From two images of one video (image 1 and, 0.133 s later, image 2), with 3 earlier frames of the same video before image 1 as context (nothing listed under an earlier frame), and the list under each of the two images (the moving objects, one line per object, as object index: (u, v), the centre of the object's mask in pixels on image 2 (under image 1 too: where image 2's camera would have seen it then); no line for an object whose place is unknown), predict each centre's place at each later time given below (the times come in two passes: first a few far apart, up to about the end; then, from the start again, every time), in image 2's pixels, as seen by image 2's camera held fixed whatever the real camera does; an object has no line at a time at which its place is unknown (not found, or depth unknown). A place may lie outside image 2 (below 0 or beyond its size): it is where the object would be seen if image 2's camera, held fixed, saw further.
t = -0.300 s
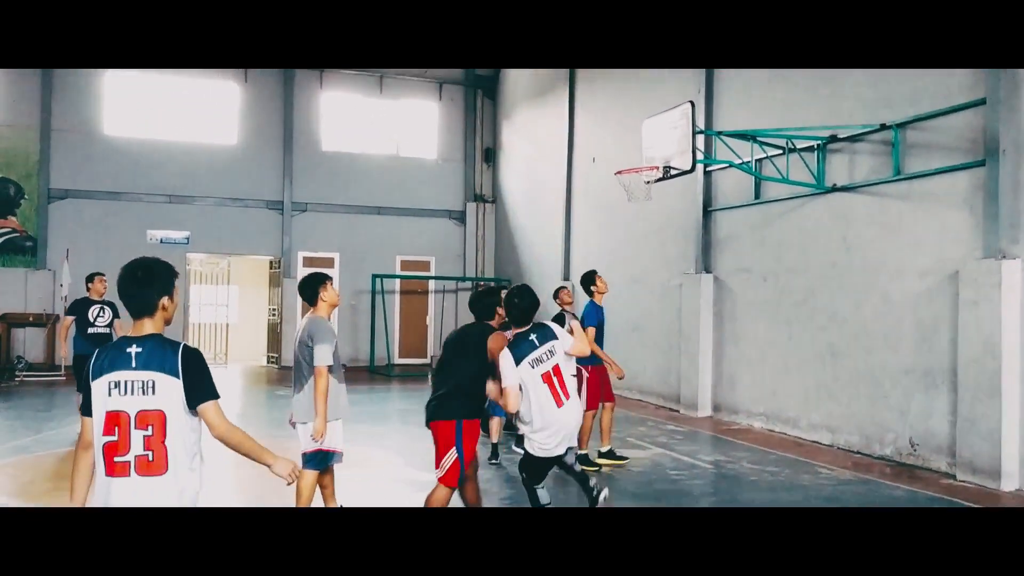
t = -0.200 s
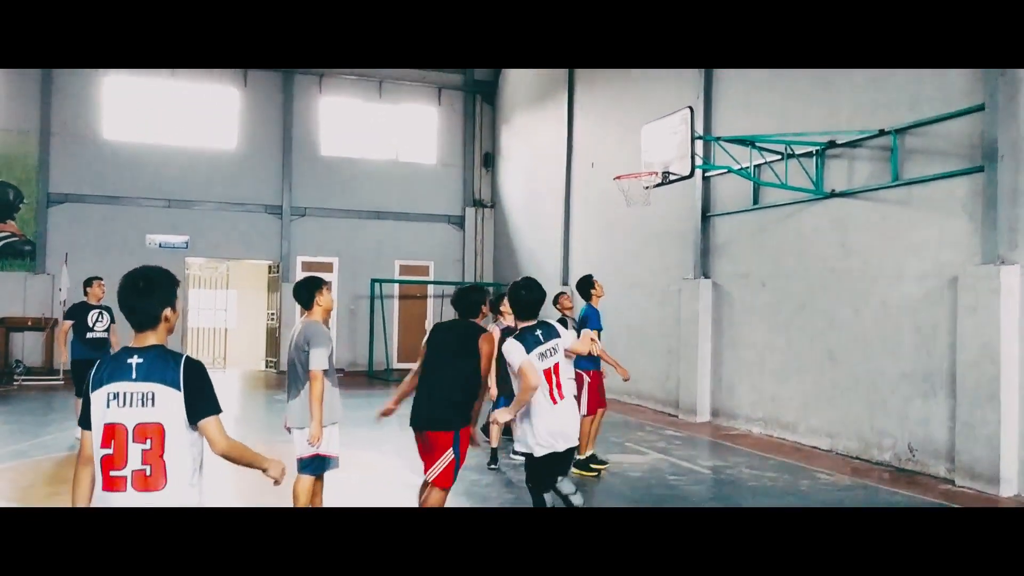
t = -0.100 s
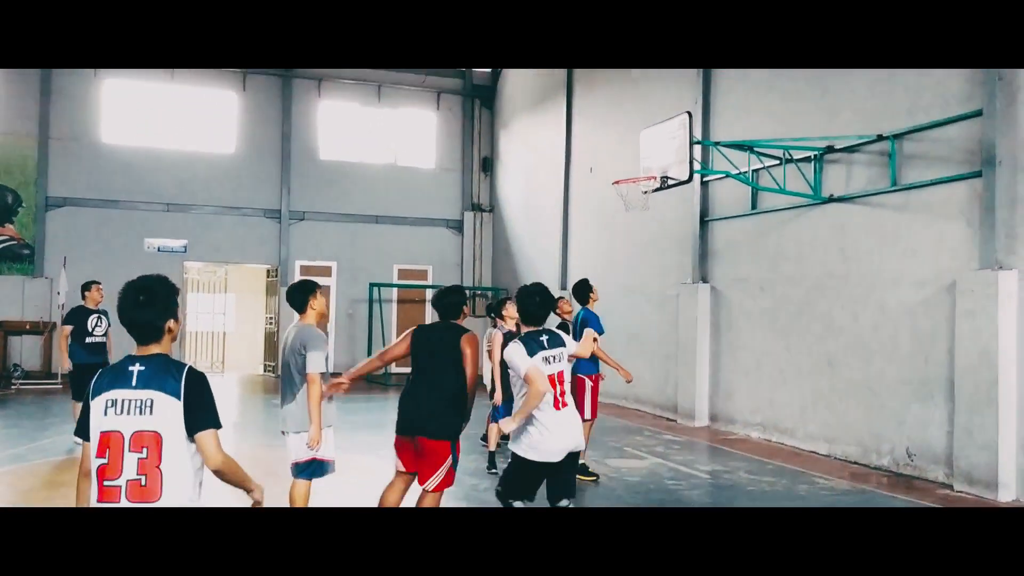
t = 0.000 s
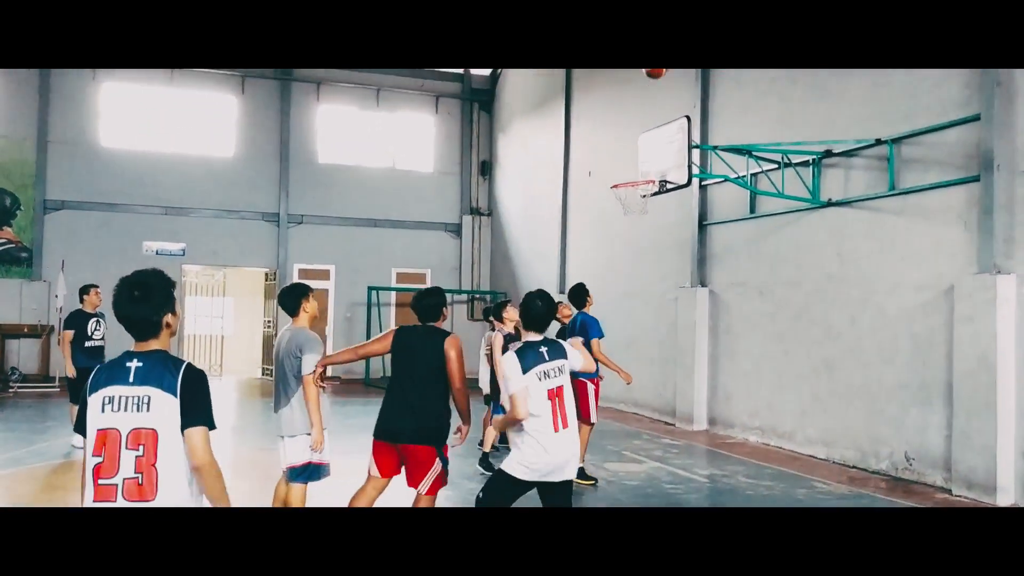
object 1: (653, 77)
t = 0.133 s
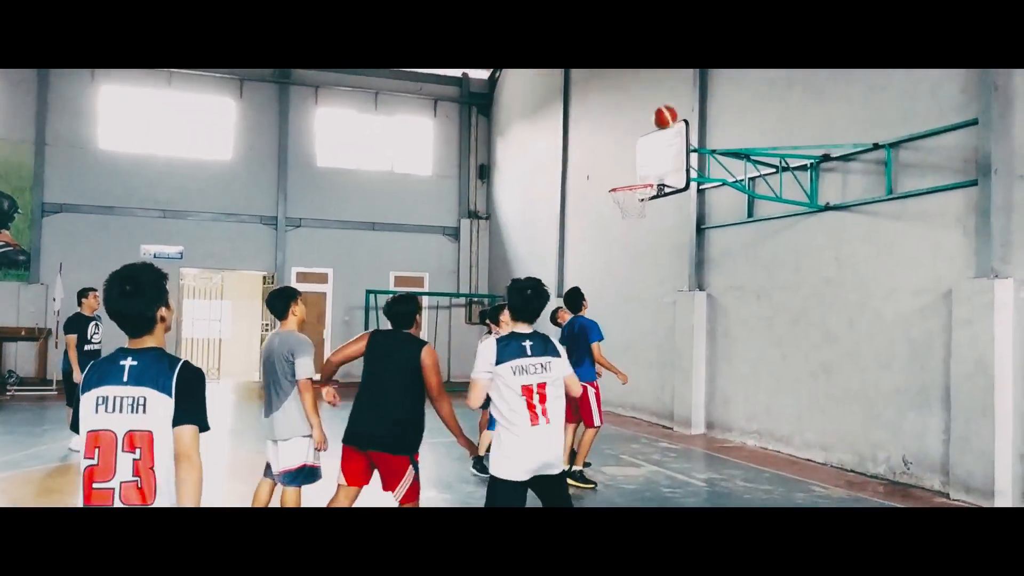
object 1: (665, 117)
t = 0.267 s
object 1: (657, 168)
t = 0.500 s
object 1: (638, 152)
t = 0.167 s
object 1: (668, 131)
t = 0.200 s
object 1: (670, 146)
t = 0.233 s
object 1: (664, 157)
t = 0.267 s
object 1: (657, 168)
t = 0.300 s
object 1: (652, 172)
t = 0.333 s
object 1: (650, 167)
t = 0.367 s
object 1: (647, 162)
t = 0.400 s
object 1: (645, 159)
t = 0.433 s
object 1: (643, 155)
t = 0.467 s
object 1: (640, 153)
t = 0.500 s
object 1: (638, 152)
